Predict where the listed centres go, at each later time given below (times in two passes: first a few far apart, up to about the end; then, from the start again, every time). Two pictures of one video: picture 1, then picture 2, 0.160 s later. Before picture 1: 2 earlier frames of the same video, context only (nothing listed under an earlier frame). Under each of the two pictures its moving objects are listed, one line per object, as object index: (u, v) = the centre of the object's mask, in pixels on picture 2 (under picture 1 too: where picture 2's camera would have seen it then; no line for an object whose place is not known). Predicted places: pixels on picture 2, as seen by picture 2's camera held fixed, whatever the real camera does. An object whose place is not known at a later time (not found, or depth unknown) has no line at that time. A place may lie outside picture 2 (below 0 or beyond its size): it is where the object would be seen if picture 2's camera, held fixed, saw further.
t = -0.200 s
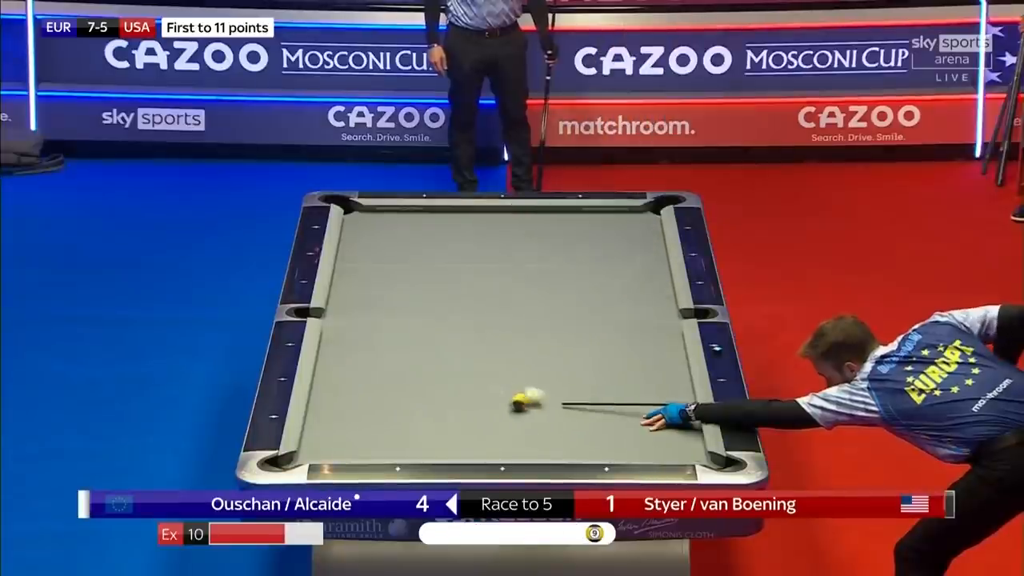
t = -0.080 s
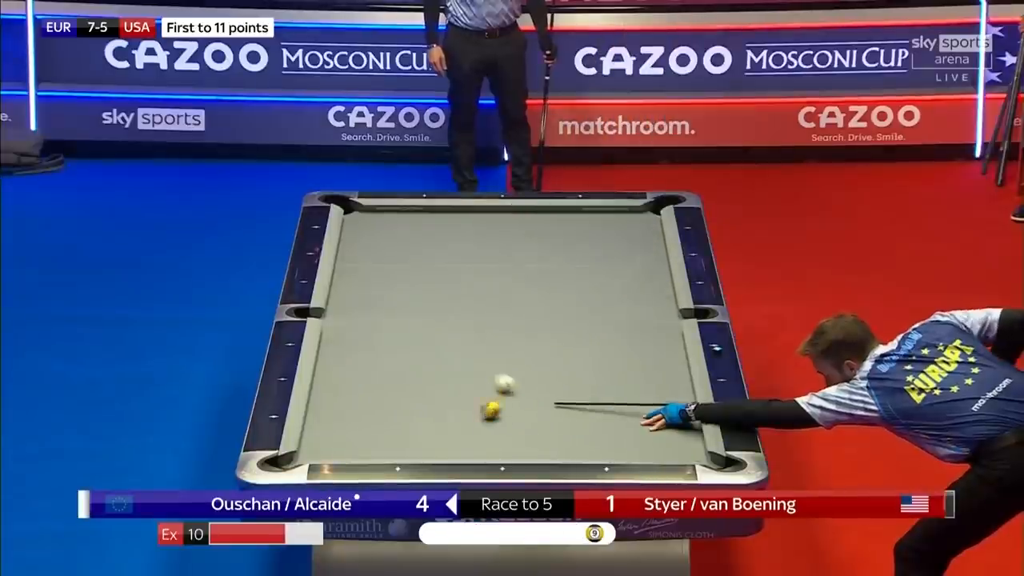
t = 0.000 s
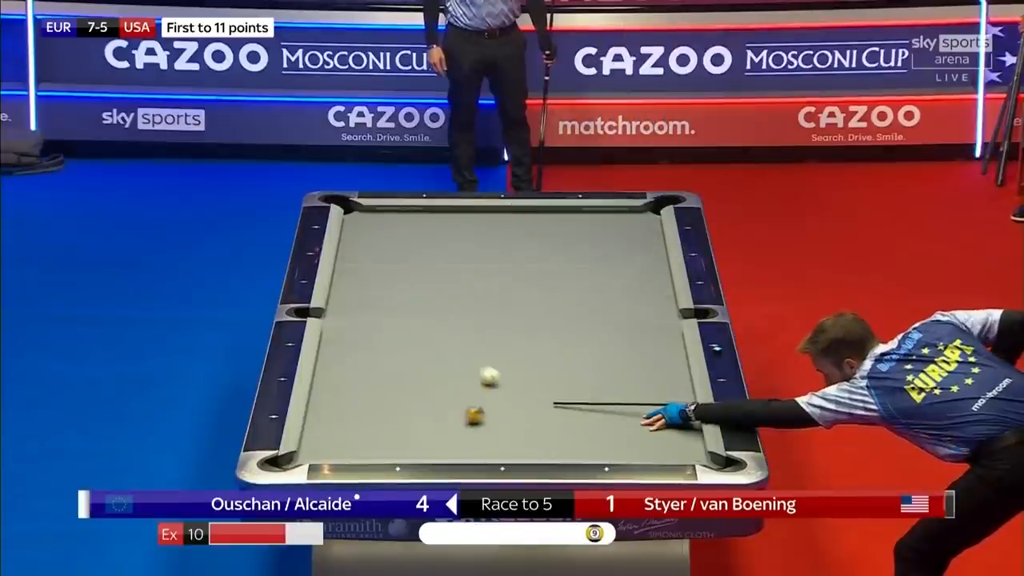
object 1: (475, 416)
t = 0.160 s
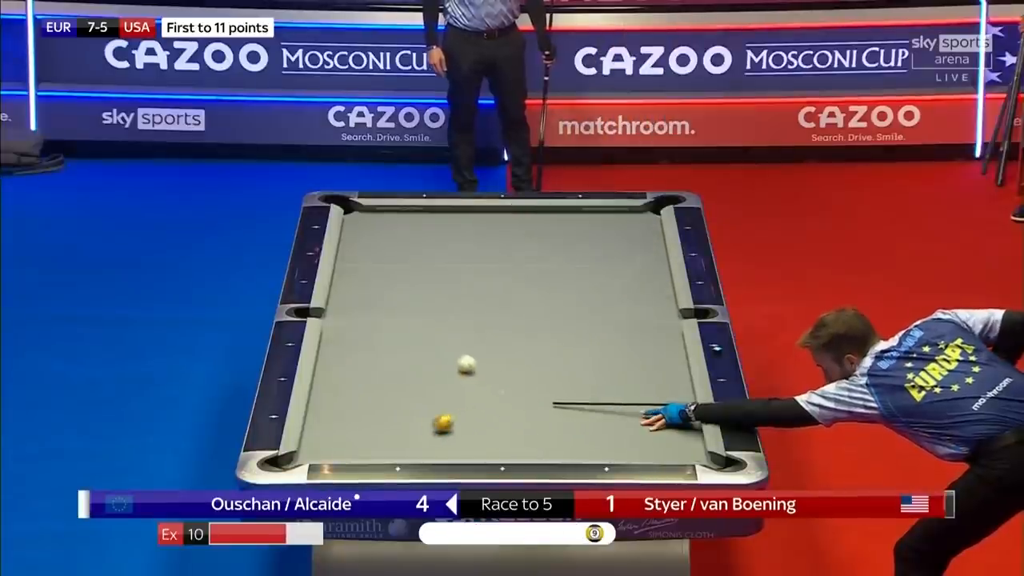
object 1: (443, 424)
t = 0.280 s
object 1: (418, 432)
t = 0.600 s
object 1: (356, 448)
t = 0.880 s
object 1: (301, 460)
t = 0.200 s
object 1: (435, 426)
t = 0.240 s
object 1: (427, 429)
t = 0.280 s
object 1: (418, 432)
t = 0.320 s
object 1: (411, 433)
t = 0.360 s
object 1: (403, 435)
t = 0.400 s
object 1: (395, 438)
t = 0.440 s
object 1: (387, 439)
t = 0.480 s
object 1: (379, 442)
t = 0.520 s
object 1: (371, 445)
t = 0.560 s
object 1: (363, 447)
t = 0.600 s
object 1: (356, 448)
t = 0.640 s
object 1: (348, 450)
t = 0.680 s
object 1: (340, 451)
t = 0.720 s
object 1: (331, 452)
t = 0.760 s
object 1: (323, 454)
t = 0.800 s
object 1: (316, 455)
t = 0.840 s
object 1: (308, 457)
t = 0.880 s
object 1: (301, 460)
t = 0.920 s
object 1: (291, 464)
